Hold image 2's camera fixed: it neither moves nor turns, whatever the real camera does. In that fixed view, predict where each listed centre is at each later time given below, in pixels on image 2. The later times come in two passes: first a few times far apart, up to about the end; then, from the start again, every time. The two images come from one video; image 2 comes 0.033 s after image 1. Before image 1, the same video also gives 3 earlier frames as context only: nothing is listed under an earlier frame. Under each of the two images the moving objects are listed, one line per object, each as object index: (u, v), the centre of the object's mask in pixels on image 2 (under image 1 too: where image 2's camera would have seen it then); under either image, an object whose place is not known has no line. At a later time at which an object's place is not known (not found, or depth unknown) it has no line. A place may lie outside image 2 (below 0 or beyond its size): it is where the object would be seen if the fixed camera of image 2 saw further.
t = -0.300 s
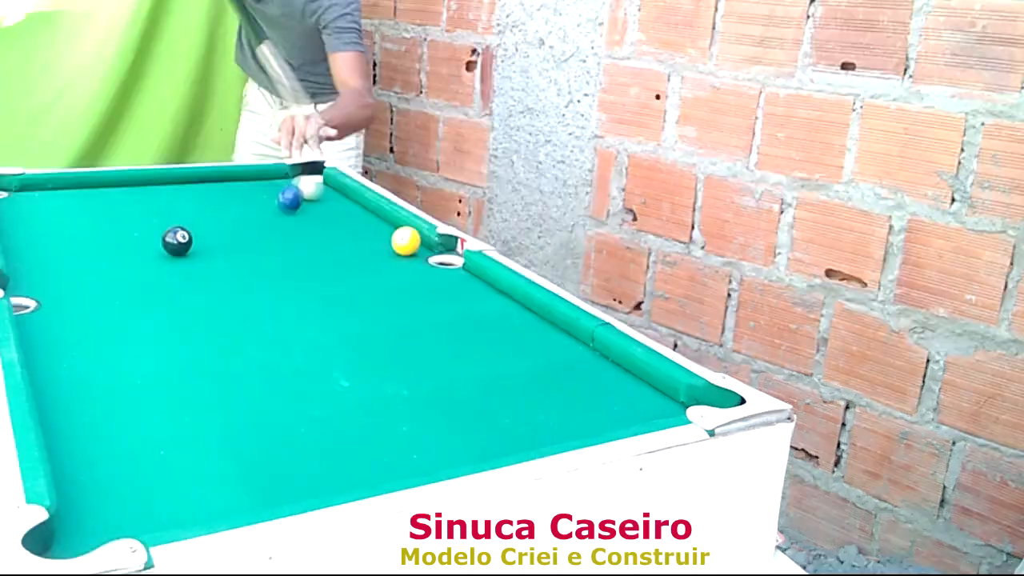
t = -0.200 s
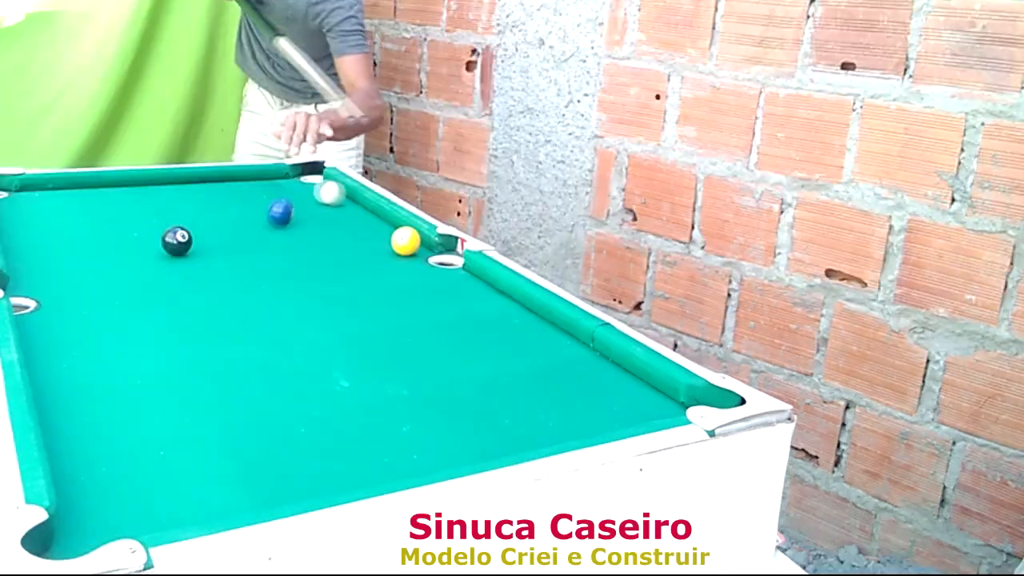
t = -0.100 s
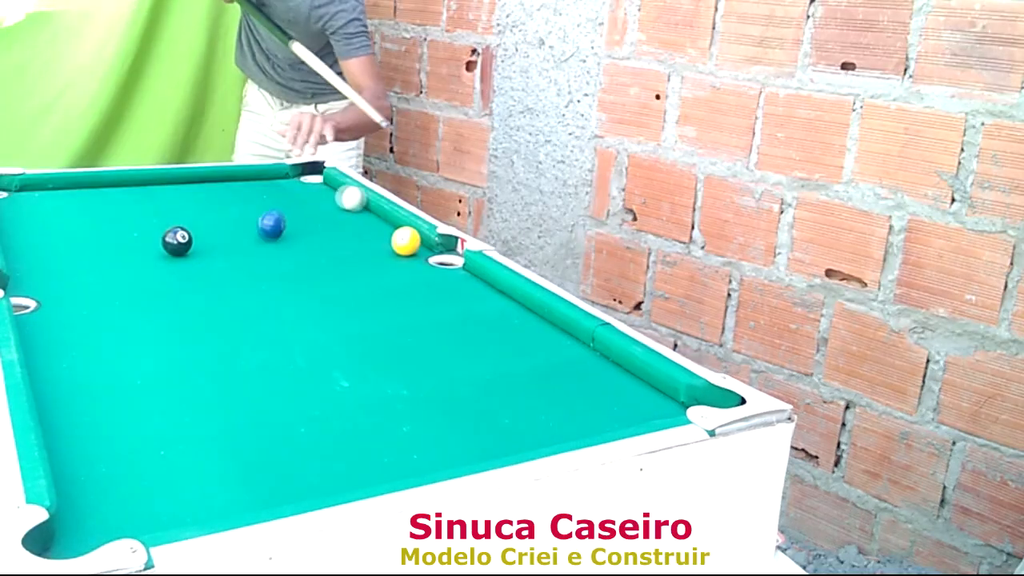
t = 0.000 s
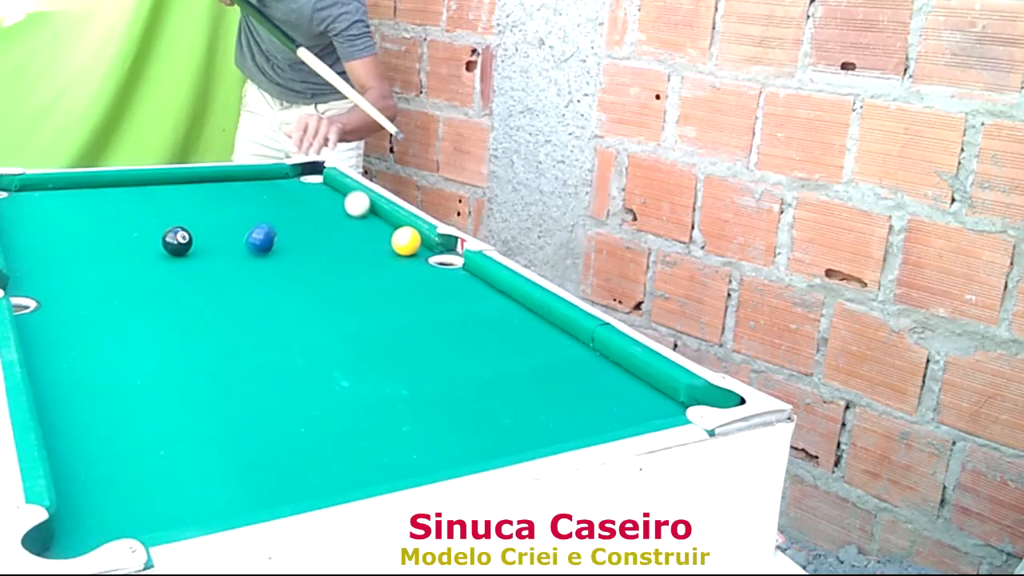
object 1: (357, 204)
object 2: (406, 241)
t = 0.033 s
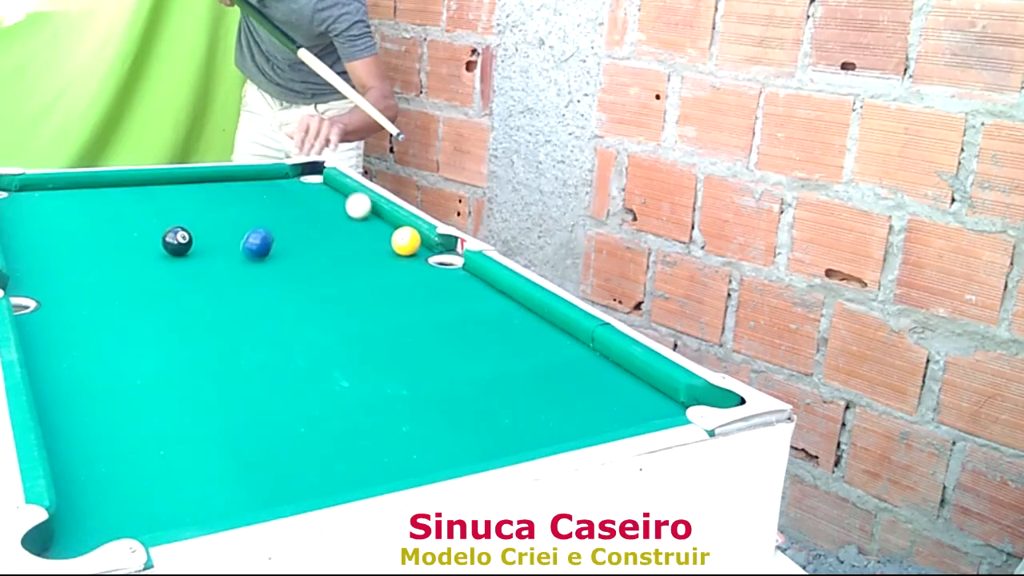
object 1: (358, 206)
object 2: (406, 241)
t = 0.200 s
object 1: (364, 216)
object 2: (405, 241)
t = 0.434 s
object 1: (373, 232)
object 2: (405, 241)
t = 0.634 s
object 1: (376, 245)
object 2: (409, 241)
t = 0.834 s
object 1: (375, 259)
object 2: (414, 242)
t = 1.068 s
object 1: (372, 278)
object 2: (417, 242)
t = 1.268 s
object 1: (369, 293)
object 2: (416, 242)
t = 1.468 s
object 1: (366, 310)
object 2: (416, 242)
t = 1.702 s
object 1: (362, 330)
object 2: (416, 242)
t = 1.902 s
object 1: (358, 348)
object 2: (416, 242)
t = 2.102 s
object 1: (353, 366)
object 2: (416, 242)
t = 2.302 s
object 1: (347, 383)
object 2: (416, 242)
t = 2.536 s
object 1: (337, 403)
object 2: (416, 242)
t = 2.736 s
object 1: (327, 419)
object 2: (416, 242)
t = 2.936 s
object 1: (317, 433)
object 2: (416, 242)
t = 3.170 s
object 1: (304, 448)
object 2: (416, 242)
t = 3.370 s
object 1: (293, 459)
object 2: (416, 242)
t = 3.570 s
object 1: (282, 468)
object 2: (416, 242)
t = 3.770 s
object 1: (271, 474)
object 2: (416, 242)
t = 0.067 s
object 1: (359, 208)
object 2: (405, 241)
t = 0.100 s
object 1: (360, 210)
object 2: (405, 241)
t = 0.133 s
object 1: (361, 212)
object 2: (405, 241)
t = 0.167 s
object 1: (363, 214)
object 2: (405, 241)
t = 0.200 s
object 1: (364, 216)
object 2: (405, 241)
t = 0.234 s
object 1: (366, 218)
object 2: (406, 241)
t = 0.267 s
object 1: (367, 220)
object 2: (406, 241)
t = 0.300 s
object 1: (368, 223)
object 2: (406, 241)
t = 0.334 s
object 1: (369, 225)
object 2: (405, 241)
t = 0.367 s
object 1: (370, 227)
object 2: (405, 241)
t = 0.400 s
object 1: (372, 229)
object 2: (405, 241)
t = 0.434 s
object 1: (373, 232)
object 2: (405, 241)
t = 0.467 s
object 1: (374, 234)
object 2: (405, 241)
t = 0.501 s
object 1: (375, 236)
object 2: (406, 241)
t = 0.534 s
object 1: (376, 239)
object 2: (406, 241)
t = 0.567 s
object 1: (377, 241)
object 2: (407, 241)
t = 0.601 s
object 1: (376, 243)
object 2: (408, 241)
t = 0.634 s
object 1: (376, 245)
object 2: (409, 241)
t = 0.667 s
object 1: (376, 248)
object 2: (411, 241)
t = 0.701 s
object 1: (376, 250)
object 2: (411, 241)
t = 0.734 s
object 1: (375, 252)
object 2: (412, 241)
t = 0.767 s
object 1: (375, 255)
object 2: (413, 241)
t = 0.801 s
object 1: (375, 258)
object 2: (414, 242)
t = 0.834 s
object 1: (375, 259)
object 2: (414, 242)
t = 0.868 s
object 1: (374, 262)
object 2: (415, 242)
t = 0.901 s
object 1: (374, 265)
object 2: (415, 242)
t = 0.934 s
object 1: (374, 267)
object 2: (416, 242)
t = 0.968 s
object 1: (373, 270)
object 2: (416, 242)
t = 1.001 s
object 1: (373, 272)
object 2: (417, 242)
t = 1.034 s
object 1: (372, 275)
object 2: (417, 242)
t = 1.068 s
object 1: (372, 278)
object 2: (417, 242)
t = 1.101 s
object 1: (371, 280)
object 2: (417, 242)
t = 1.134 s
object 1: (371, 283)
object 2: (417, 242)
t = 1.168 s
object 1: (370, 286)
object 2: (417, 242)
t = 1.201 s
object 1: (370, 288)
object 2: (417, 242)
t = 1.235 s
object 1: (370, 290)
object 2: (417, 242)
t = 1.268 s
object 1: (369, 293)
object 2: (416, 242)
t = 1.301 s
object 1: (368, 296)
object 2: (416, 242)
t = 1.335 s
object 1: (368, 299)
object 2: (416, 242)
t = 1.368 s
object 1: (367, 301)
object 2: (416, 242)
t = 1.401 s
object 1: (367, 304)
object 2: (416, 242)
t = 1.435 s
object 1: (366, 307)
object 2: (416, 242)
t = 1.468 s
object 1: (366, 310)
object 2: (416, 242)
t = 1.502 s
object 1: (365, 313)
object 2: (416, 242)
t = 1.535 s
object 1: (364, 315)
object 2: (416, 242)
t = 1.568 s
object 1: (364, 318)
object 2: (416, 242)
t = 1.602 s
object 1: (363, 321)
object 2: (416, 242)
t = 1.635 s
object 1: (363, 324)
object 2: (416, 242)
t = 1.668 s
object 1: (362, 327)
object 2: (416, 242)
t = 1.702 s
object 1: (362, 330)
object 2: (416, 242)
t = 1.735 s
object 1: (361, 333)
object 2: (416, 242)
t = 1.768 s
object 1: (360, 336)
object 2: (416, 242)
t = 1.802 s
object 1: (360, 339)
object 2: (416, 242)
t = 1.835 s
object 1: (359, 342)
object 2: (416, 242)
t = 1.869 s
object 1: (358, 345)
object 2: (416, 242)
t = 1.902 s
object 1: (358, 348)
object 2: (416, 242)
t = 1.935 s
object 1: (357, 351)
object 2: (416, 242)
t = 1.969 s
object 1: (356, 354)
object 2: (416, 242)
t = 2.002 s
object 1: (356, 357)
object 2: (416, 242)
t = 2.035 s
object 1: (355, 360)
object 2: (416, 242)
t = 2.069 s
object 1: (354, 363)
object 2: (416, 242)
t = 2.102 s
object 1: (353, 366)
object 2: (416, 242)
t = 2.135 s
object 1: (352, 369)
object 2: (416, 242)
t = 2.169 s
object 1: (351, 372)
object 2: (416, 242)
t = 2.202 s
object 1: (351, 374)
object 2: (416, 242)
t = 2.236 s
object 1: (349, 377)
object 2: (416, 242)
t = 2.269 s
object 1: (348, 380)
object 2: (416, 242)
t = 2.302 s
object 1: (347, 383)
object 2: (416, 242)
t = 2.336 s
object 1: (346, 386)
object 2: (416, 242)
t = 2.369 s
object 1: (345, 389)
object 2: (416, 242)
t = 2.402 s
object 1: (343, 392)
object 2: (416, 242)
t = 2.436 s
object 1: (342, 395)
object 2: (416, 242)
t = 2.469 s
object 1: (340, 398)
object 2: (416, 242)
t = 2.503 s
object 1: (339, 400)
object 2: (416, 242)
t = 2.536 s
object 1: (337, 403)
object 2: (416, 242)
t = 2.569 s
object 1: (336, 405)
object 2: (416, 242)
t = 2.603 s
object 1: (334, 408)
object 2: (416, 242)
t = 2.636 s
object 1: (332, 411)
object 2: (416, 242)
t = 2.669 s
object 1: (331, 414)
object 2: (416, 242)
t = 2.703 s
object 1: (329, 416)
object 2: (416, 242)
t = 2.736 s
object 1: (327, 419)
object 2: (416, 242)
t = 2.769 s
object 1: (326, 421)
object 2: (416, 242)
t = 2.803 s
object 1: (324, 424)
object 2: (416, 242)
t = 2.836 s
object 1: (322, 426)
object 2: (416, 242)
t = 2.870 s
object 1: (320, 428)
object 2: (416, 242)
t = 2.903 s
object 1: (319, 431)
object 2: (416, 242)
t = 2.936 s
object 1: (317, 433)
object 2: (416, 242)
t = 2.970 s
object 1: (316, 436)
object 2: (416, 242)
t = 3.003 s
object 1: (314, 438)
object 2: (416, 242)
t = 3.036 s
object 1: (312, 440)
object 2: (416, 242)
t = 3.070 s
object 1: (310, 442)
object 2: (416, 242)
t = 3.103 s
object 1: (308, 444)
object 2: (416, 242)
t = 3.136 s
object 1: (306, 446)
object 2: (416, 242)
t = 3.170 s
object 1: (304, 448)
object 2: (416, 242)
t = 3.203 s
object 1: (302, 450)
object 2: (416, 242)
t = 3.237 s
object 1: (301, 452)
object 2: (416, 242)
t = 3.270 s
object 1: (299, 454)
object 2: (416, 242)
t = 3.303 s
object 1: (297, 455)
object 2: (416, 242)
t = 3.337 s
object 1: (295, 457)
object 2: (416, 242)
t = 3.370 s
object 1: (293, 459)
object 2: (416, 242)
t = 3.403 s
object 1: (291, 460)
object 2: (416, 242)
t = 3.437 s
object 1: (289, 462)
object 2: (416, 242)
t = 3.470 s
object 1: (287, 464)
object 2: (416, 242)
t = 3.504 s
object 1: (286, 465)
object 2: (416, 242)
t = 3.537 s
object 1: (284, 466)
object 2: (416, 242)
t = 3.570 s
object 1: (282, 468)
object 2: (416, 242)
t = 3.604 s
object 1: (280, 469)
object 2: (416, 242)
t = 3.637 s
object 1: (278, 470)
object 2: (416, 242)
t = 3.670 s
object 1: (276, 471)
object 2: (416, 242)
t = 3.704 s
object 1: (274, 472)
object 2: (416, 242)
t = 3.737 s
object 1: (272, 473)
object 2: (416, 242)
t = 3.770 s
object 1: (271, 474)
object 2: (416, 242)
